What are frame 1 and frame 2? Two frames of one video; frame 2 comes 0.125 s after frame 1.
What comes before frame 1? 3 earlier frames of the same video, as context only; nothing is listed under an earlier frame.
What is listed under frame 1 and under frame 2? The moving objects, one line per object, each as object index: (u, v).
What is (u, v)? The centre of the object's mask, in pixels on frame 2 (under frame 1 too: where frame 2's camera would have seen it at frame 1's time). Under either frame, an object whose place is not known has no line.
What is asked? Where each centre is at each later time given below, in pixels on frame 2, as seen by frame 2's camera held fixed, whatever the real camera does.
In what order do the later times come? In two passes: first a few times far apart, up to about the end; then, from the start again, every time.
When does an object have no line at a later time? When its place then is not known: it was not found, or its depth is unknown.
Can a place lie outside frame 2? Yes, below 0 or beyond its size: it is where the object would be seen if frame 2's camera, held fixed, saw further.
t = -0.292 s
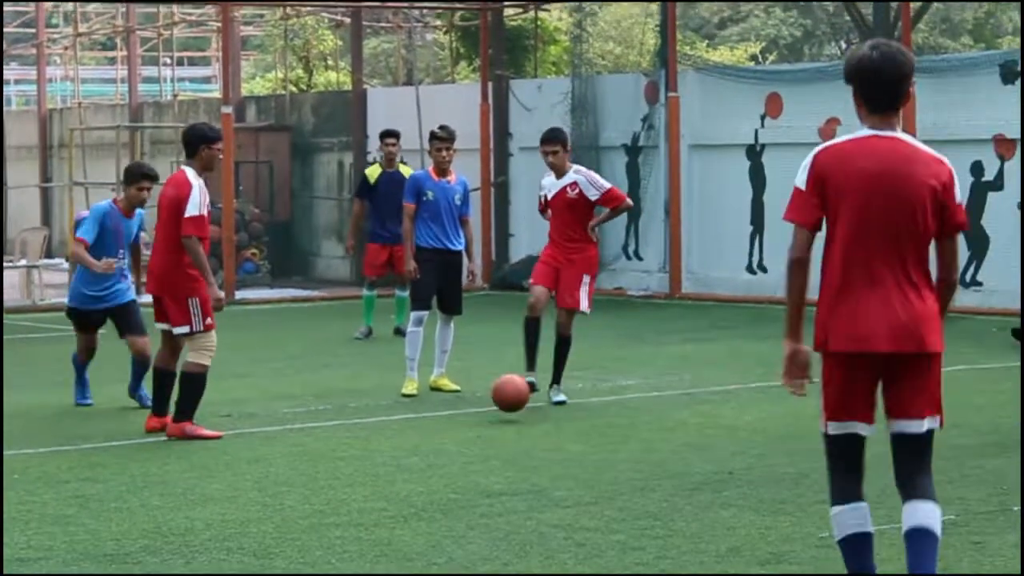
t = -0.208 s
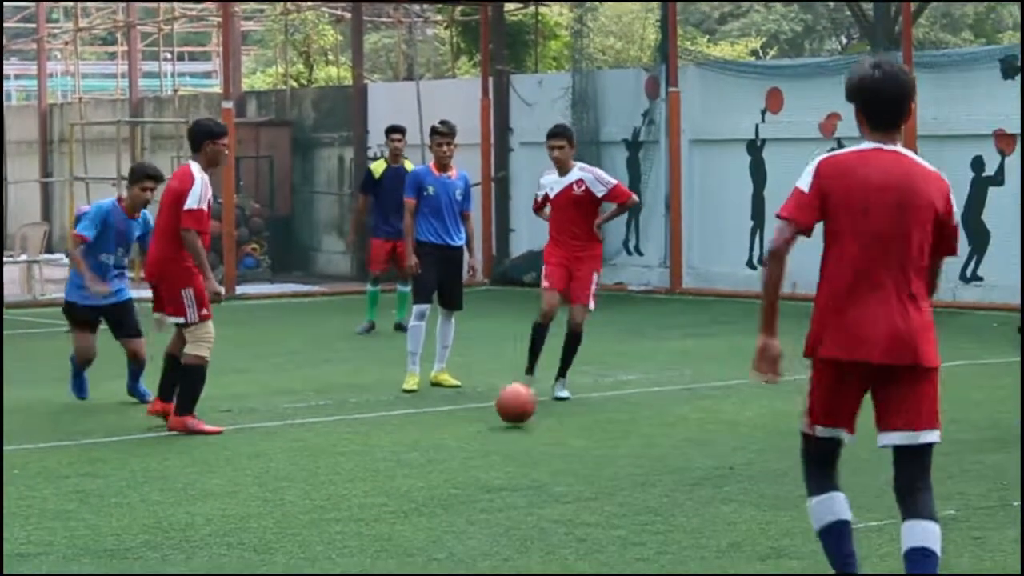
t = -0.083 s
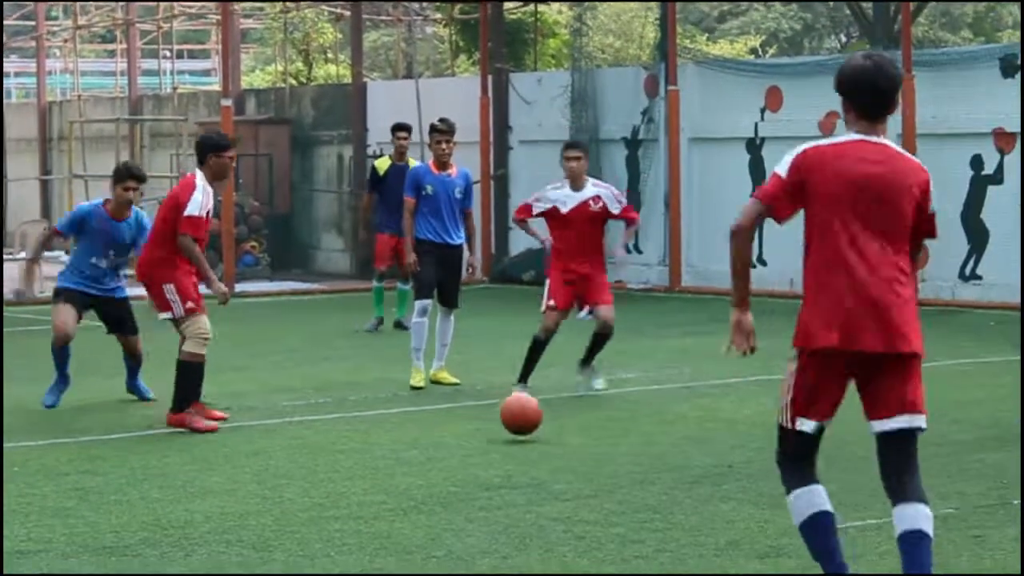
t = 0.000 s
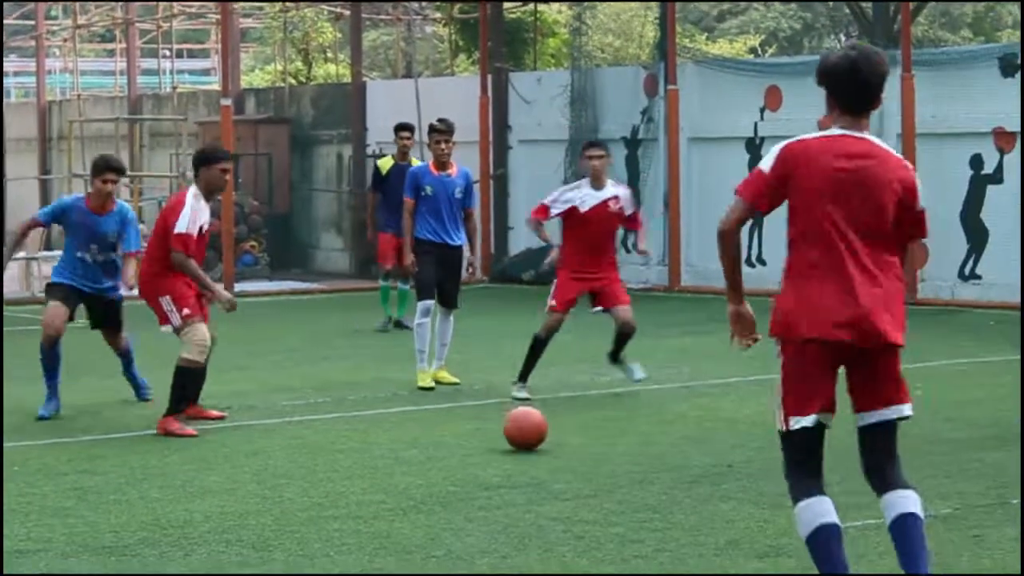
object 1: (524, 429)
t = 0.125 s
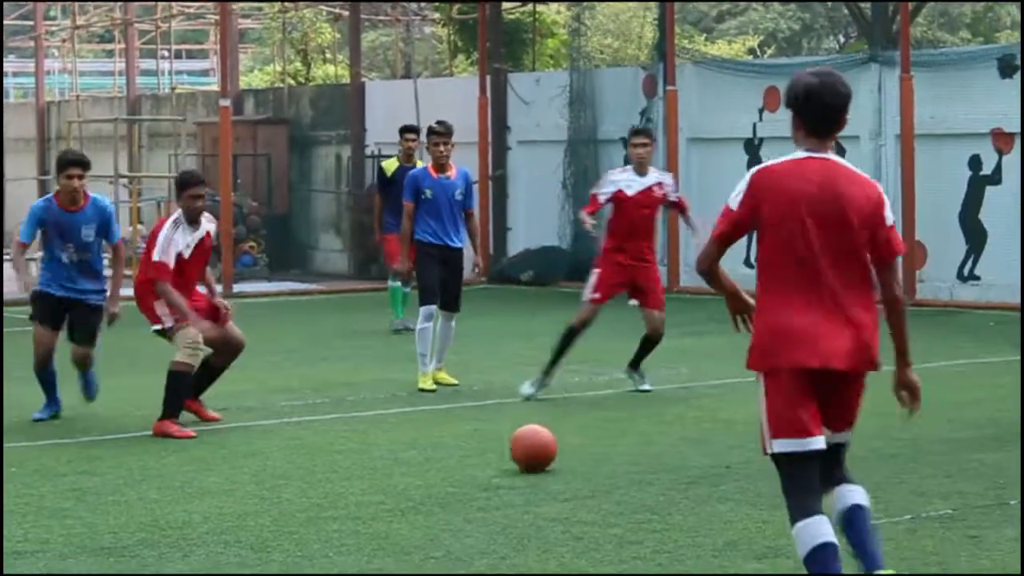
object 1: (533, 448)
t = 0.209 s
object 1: (539, 456)
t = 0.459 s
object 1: (557, 494)
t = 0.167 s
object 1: (536, 451)
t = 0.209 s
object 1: (539, 456)
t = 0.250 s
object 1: (541, 462)
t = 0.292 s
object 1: (544, 468)
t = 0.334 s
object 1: (547, 476)
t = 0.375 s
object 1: (550, 481)
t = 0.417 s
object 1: (553, 489)
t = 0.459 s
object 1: (557, 494)
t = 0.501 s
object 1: (560, 501)
